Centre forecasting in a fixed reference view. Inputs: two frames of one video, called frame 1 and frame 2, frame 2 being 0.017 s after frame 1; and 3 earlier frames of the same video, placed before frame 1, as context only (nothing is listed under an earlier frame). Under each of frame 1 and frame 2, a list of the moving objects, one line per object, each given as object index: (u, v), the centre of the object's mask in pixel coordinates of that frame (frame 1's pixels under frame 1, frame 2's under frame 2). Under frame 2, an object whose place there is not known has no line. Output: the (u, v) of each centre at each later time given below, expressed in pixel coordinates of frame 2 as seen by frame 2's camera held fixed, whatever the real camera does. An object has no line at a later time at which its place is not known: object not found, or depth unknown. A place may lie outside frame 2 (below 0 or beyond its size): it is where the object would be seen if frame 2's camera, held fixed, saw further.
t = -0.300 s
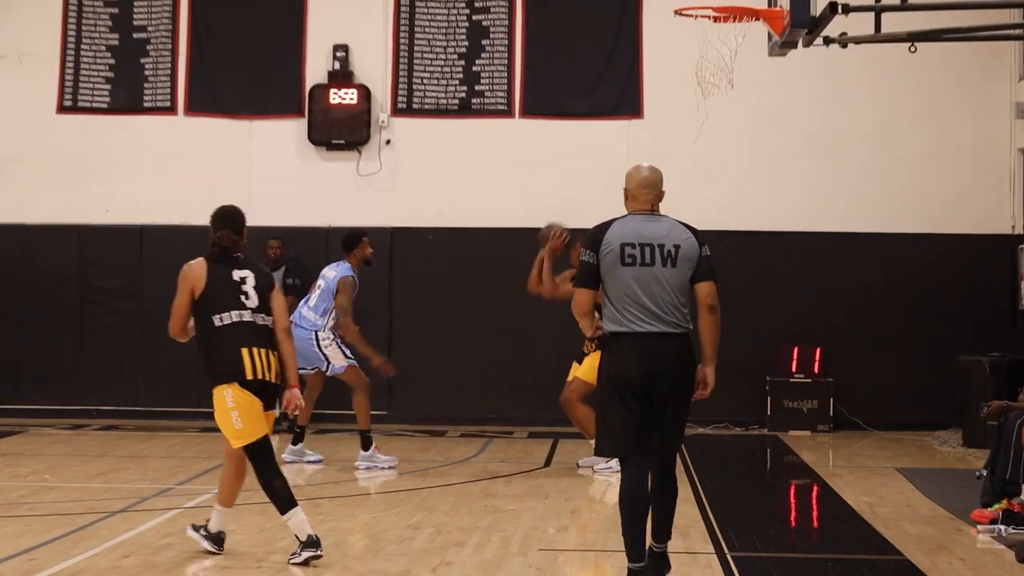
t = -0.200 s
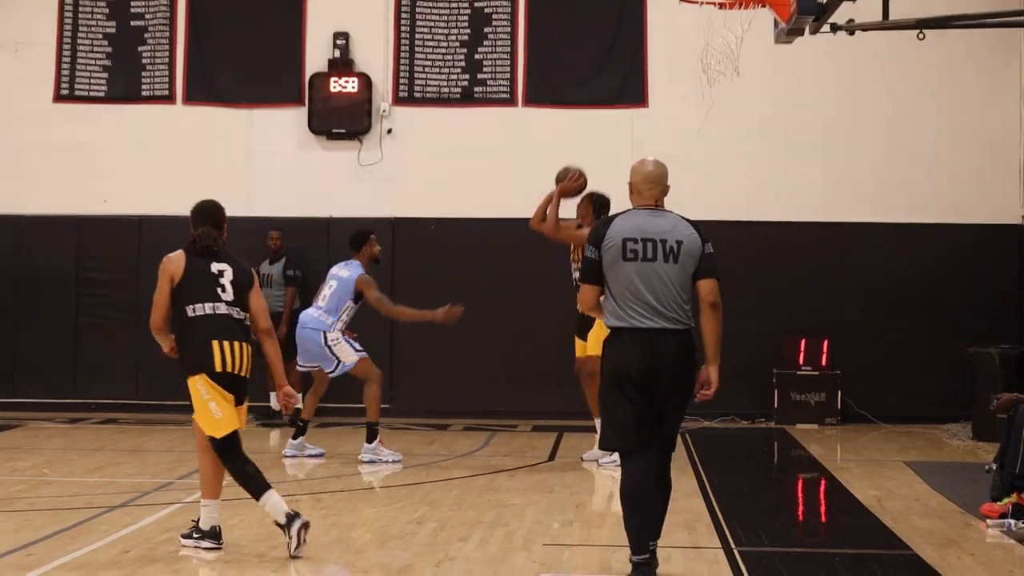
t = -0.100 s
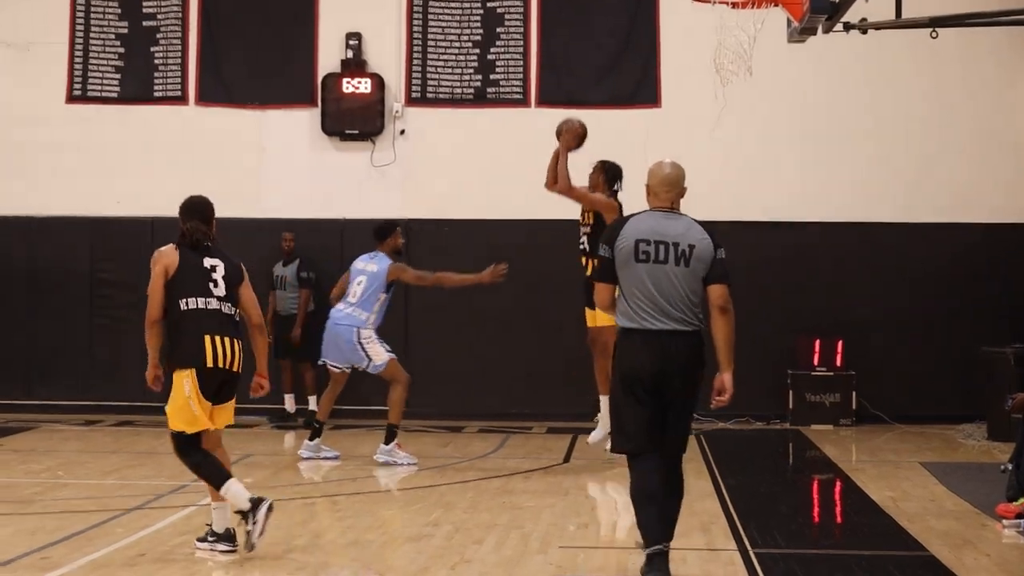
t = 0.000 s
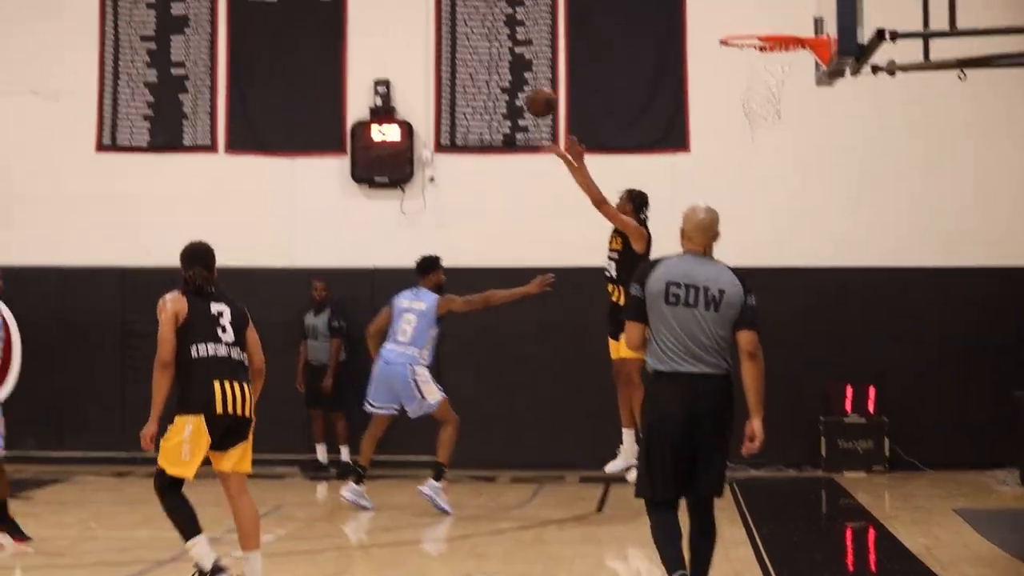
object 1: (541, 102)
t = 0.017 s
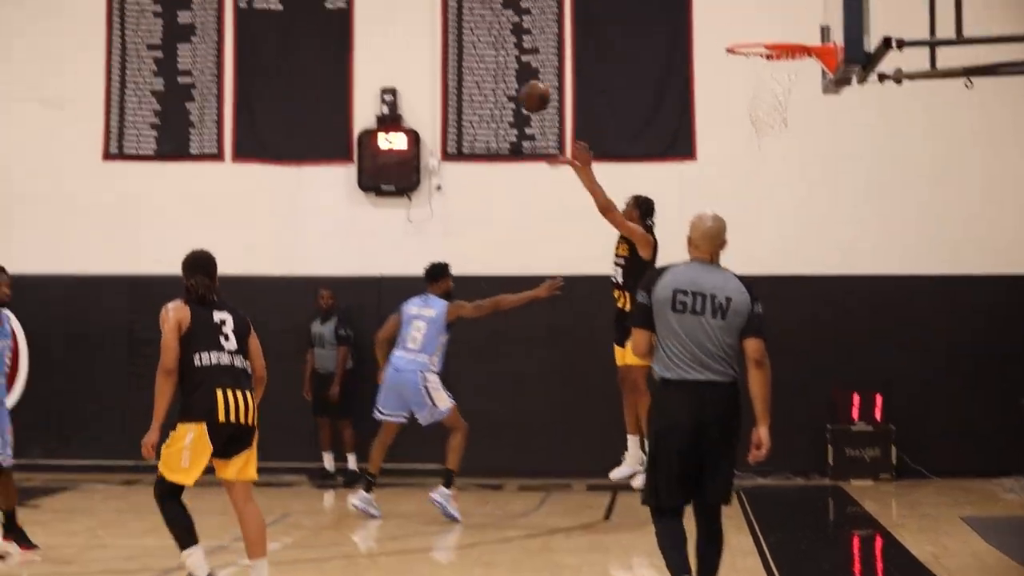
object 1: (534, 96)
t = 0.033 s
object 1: (520, 83)
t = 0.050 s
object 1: (507, 73)
